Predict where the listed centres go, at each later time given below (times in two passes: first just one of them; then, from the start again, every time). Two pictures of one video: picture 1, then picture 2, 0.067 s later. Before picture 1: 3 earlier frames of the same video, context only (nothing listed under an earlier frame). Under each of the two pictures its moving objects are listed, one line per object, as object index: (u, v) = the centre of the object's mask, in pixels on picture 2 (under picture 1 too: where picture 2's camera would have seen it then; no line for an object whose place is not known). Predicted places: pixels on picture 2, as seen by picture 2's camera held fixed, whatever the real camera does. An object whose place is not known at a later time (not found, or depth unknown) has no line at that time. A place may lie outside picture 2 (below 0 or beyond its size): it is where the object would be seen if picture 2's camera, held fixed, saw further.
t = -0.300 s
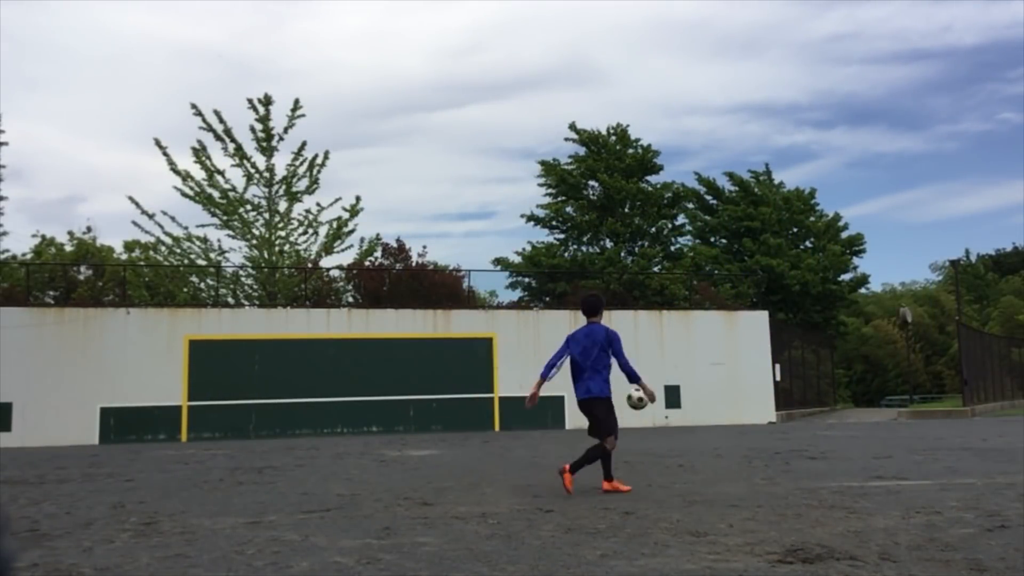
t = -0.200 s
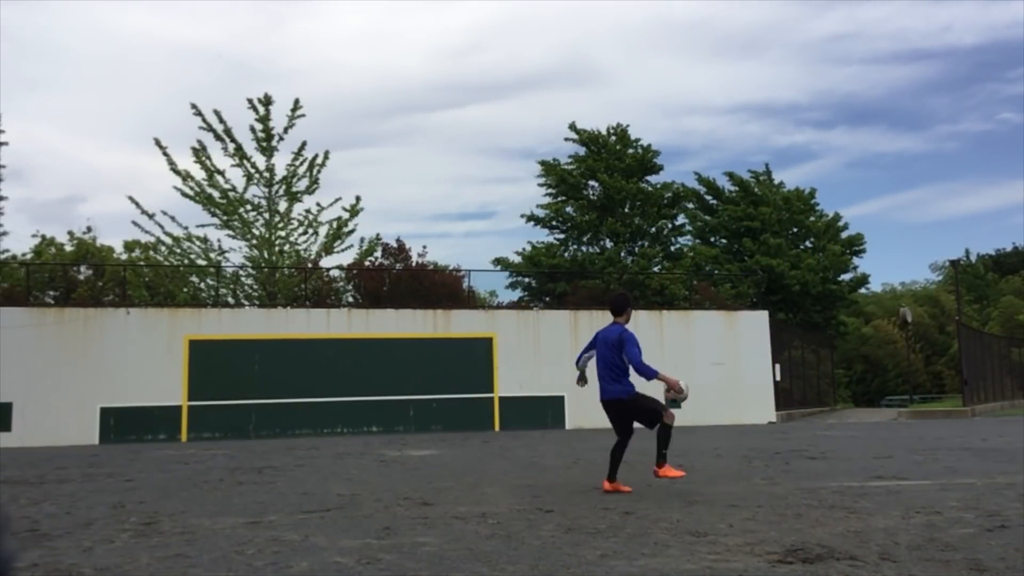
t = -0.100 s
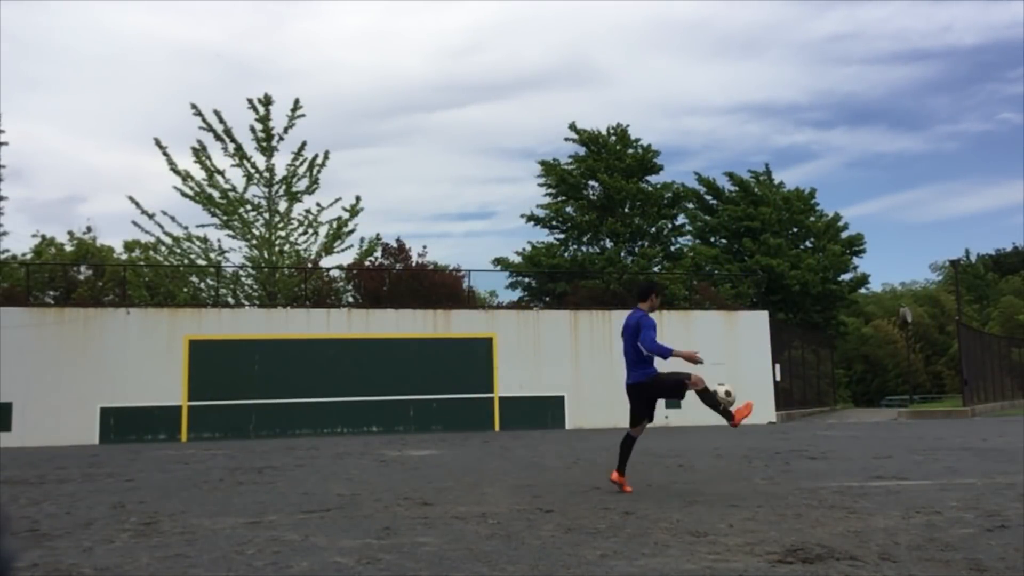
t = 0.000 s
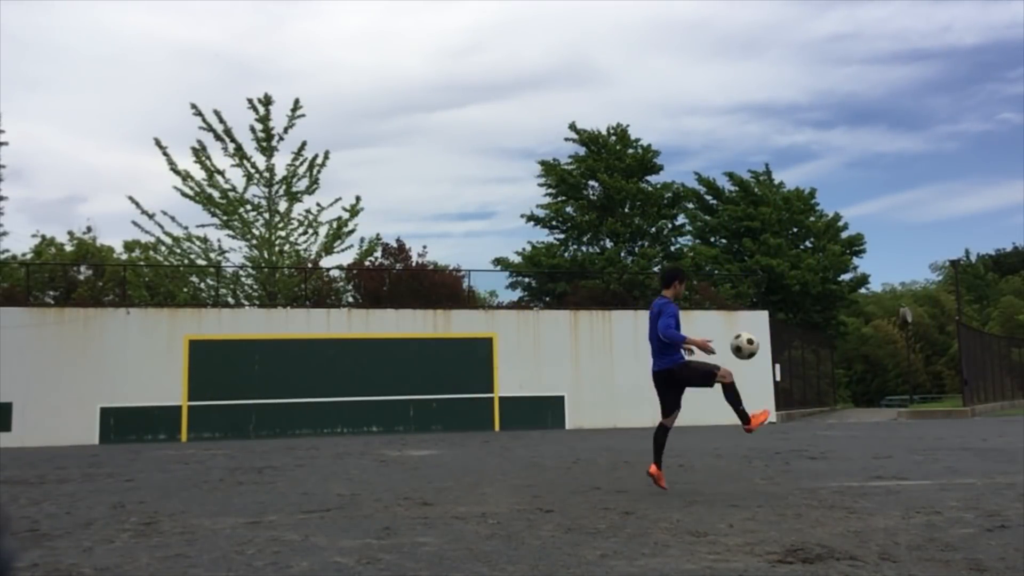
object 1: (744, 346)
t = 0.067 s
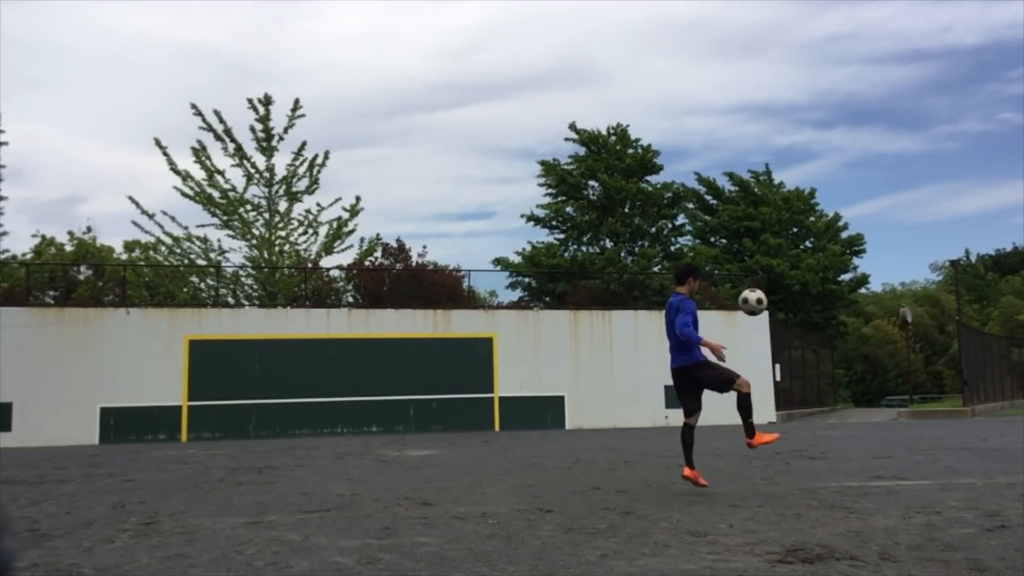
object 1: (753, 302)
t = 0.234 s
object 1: (774, 217)
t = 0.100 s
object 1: (757, 282)
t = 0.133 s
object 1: (761, 263)
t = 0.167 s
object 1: (766, 245)
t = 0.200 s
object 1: (770, 230)
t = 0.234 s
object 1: (774, 217)
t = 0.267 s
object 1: (779, 201)
